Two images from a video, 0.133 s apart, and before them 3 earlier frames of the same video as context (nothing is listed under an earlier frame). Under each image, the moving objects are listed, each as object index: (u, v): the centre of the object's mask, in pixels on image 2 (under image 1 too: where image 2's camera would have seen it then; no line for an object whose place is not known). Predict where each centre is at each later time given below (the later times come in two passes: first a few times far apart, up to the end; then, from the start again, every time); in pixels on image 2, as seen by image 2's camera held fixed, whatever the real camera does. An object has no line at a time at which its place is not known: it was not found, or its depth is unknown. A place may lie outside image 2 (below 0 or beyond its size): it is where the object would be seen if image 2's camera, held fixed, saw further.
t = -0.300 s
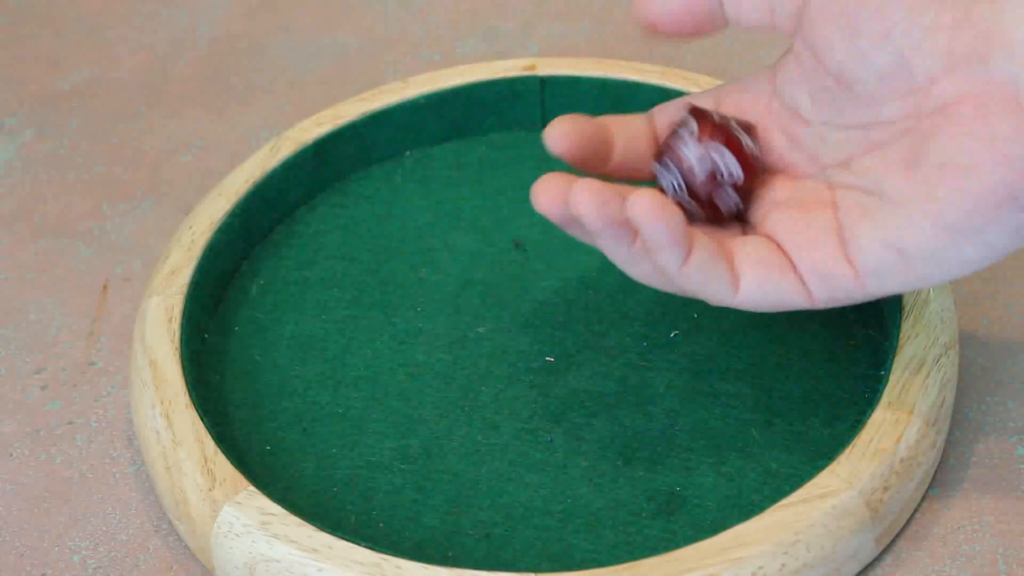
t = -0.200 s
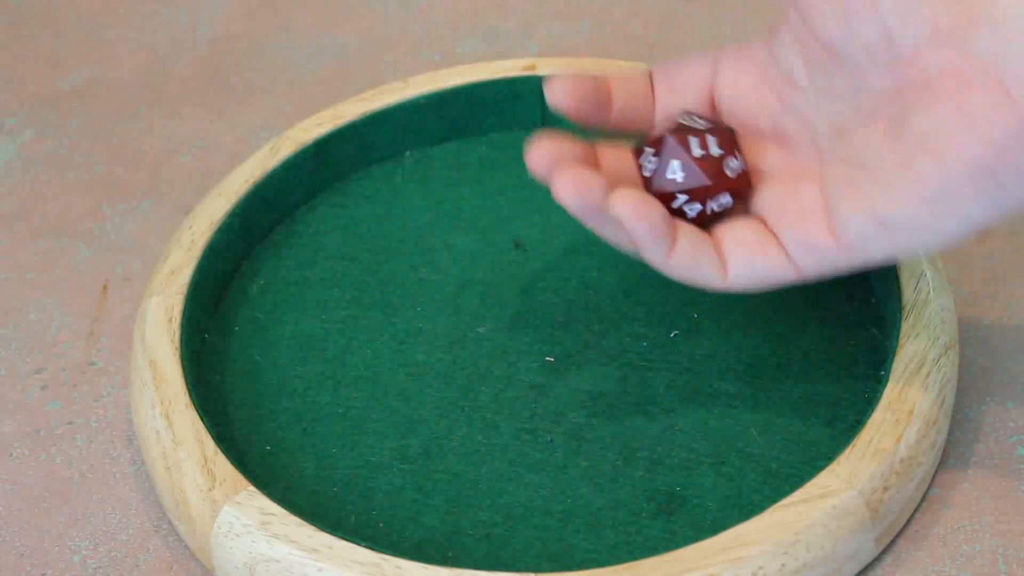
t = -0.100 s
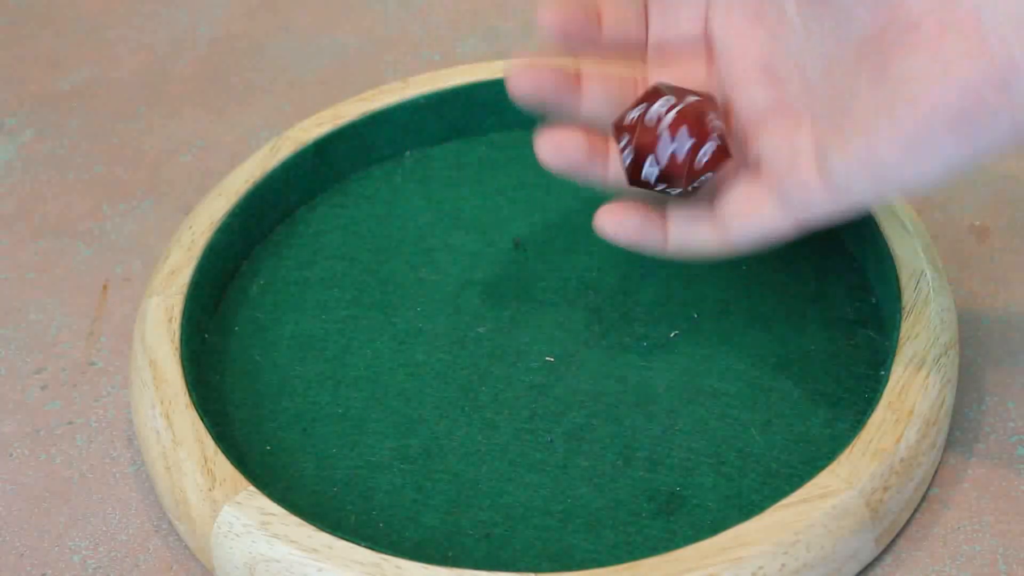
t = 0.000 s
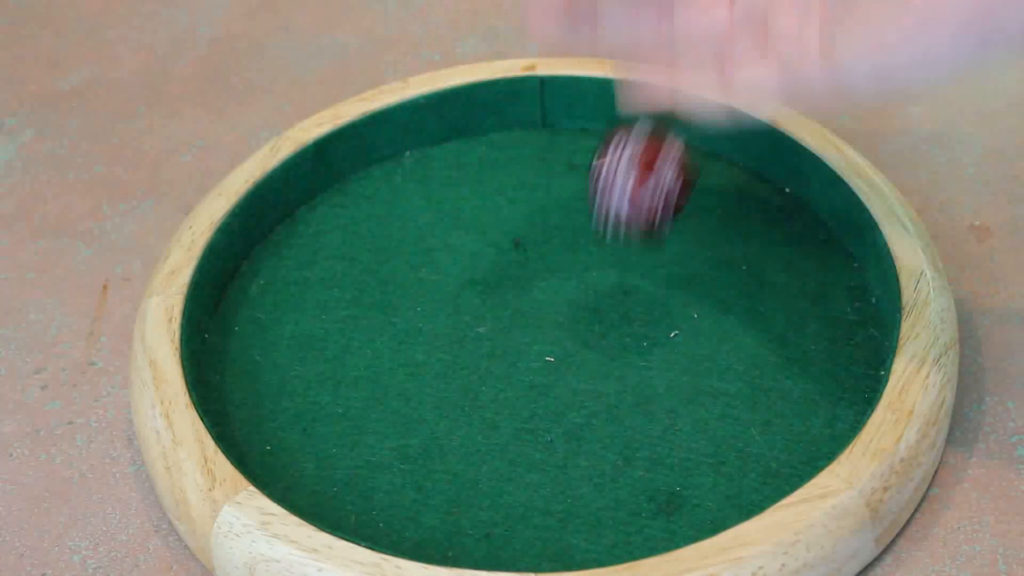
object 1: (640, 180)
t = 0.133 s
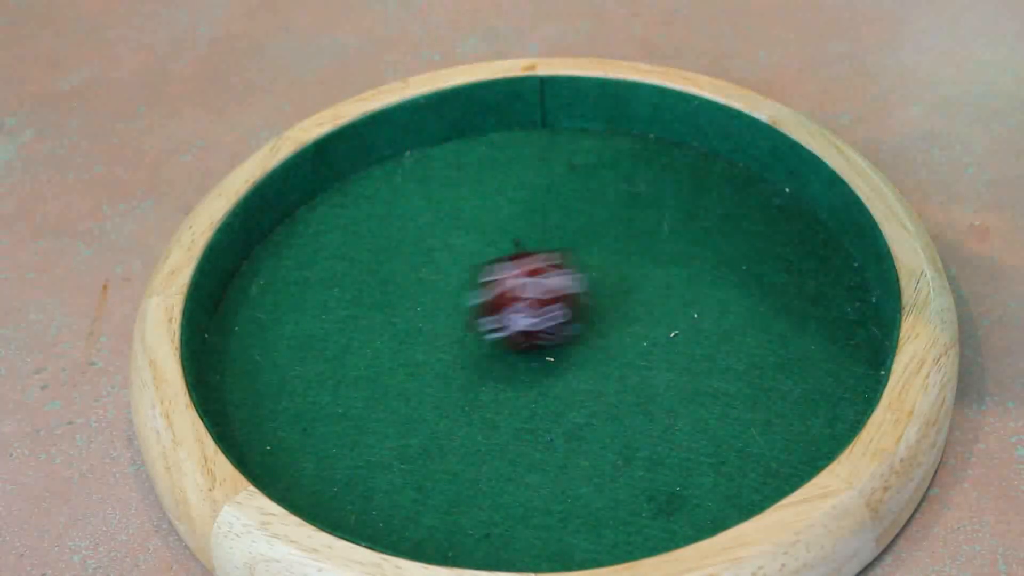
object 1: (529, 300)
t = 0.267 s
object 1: (397, 331)
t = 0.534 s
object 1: (307, 304)
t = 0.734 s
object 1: (309, 304)
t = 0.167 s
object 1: (492, 306)
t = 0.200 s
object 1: (454, 318)
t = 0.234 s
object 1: (422, 327)
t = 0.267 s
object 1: (397, 331)
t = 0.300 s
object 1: (378, 332)
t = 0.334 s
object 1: (363, 333)
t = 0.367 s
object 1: (347, 332)
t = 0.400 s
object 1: (333, 323)
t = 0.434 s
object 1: (324, 318)
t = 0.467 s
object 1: (314, 309)
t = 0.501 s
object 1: (310, 305)
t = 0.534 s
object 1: (307, 304)
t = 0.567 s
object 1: (309, 304)
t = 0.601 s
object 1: (308, 304)
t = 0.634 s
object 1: (308, 304)
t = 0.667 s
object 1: (309, 304)
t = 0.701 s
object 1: (308, 304)
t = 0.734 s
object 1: (309, 304)
